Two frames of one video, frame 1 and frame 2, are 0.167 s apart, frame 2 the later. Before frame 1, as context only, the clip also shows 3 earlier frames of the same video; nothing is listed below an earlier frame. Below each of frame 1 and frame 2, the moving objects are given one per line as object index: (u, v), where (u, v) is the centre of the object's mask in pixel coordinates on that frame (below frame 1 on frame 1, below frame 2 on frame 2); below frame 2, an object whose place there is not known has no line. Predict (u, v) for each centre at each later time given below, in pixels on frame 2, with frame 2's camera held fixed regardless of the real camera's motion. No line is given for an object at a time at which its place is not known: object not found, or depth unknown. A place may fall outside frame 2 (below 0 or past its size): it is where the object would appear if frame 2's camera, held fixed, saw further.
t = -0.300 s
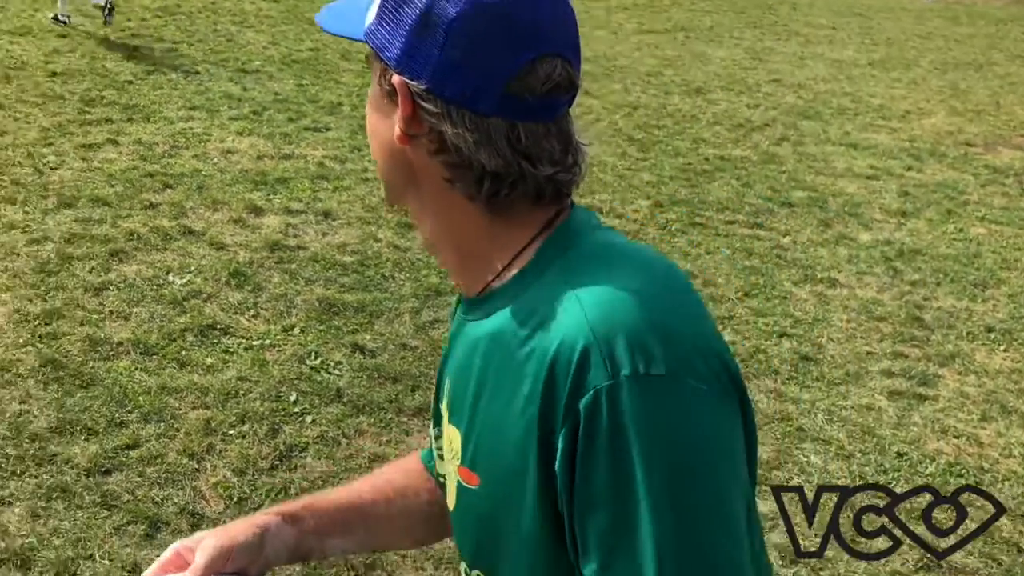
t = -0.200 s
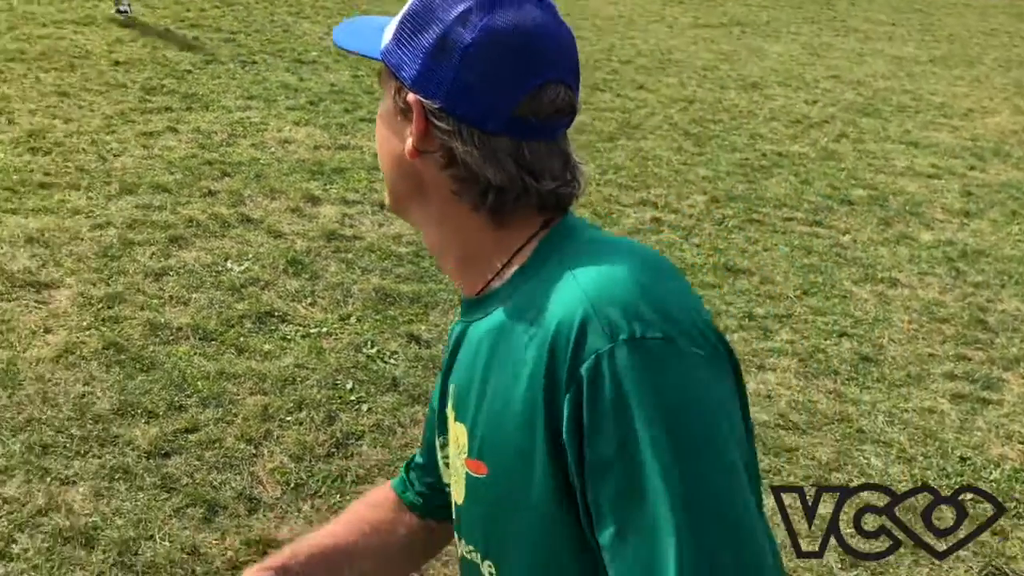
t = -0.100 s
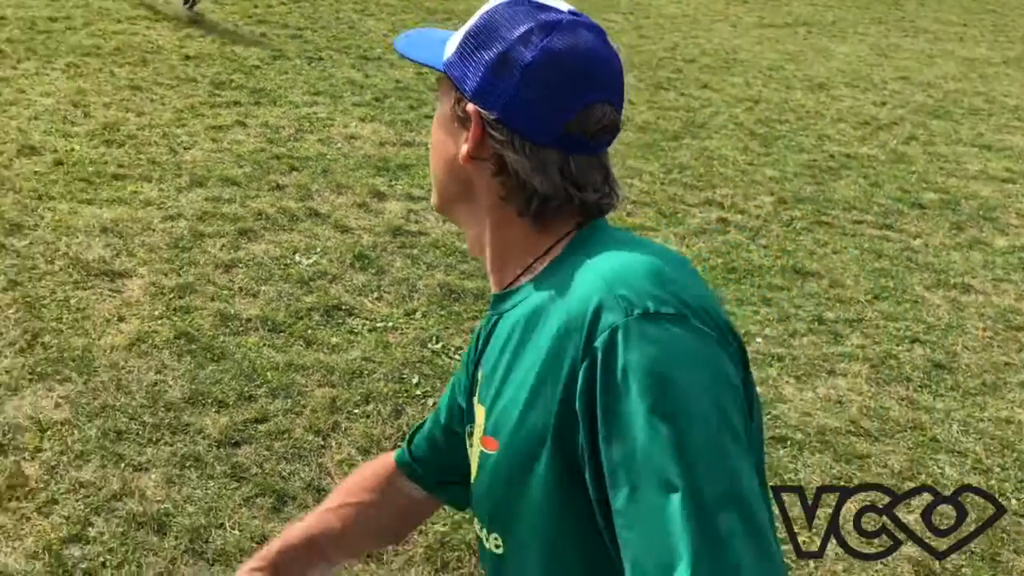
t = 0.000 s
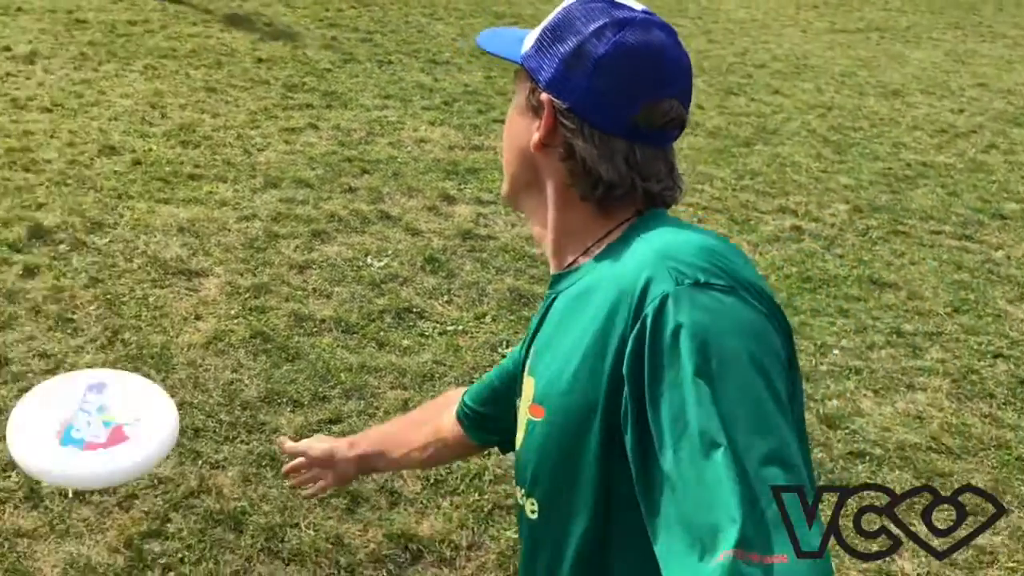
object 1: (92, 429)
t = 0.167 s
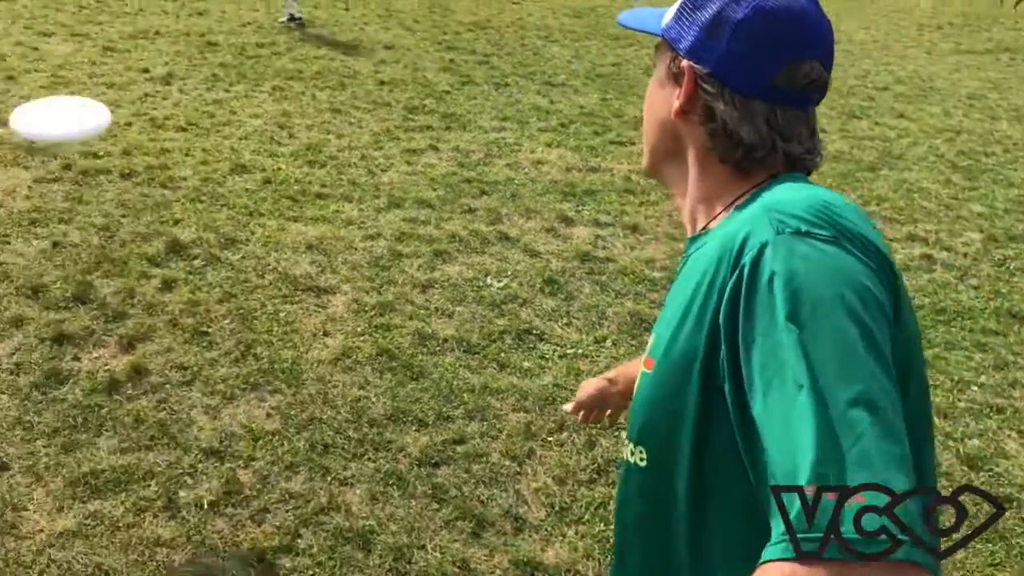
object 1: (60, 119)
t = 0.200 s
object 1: (42, 84)
